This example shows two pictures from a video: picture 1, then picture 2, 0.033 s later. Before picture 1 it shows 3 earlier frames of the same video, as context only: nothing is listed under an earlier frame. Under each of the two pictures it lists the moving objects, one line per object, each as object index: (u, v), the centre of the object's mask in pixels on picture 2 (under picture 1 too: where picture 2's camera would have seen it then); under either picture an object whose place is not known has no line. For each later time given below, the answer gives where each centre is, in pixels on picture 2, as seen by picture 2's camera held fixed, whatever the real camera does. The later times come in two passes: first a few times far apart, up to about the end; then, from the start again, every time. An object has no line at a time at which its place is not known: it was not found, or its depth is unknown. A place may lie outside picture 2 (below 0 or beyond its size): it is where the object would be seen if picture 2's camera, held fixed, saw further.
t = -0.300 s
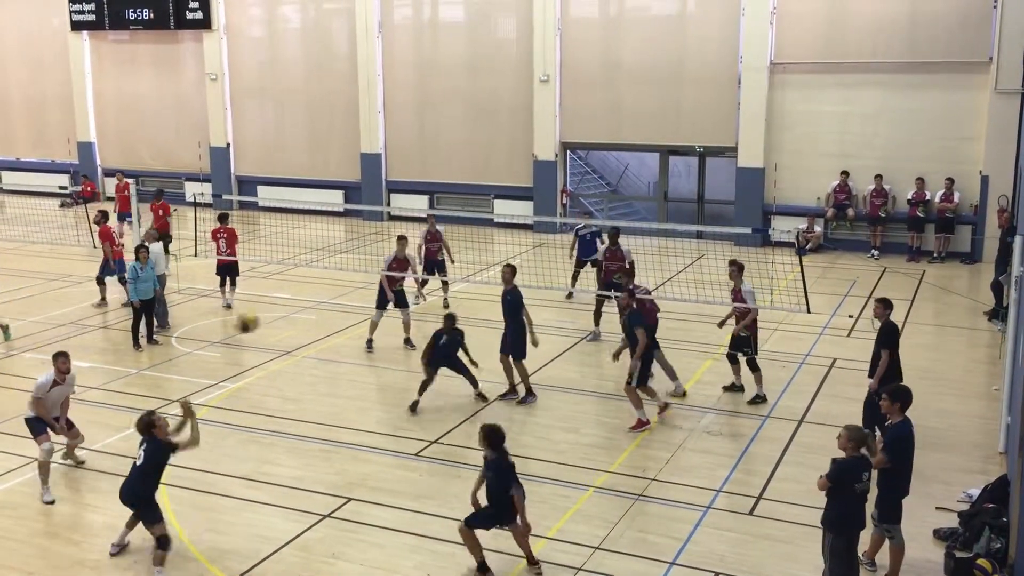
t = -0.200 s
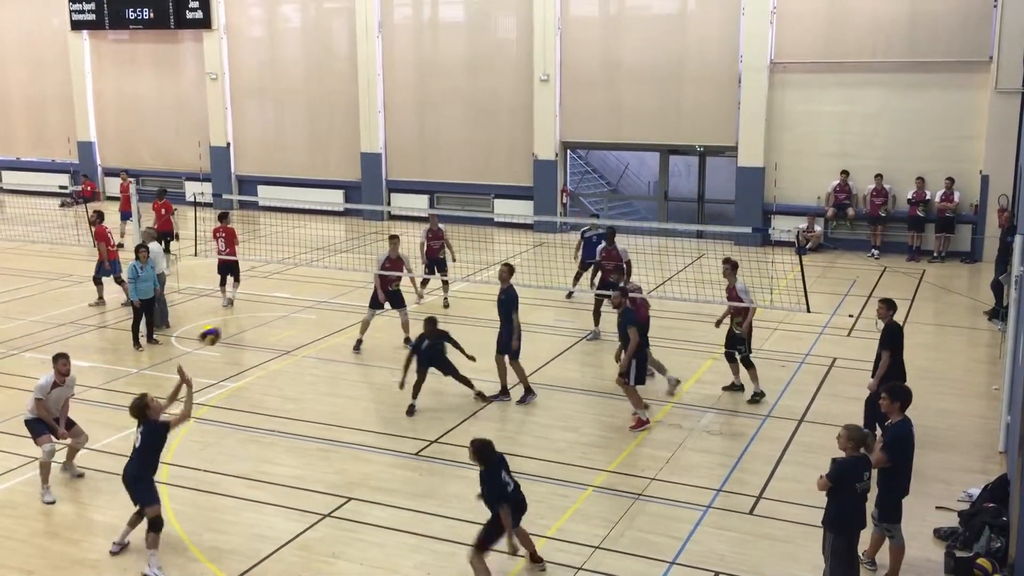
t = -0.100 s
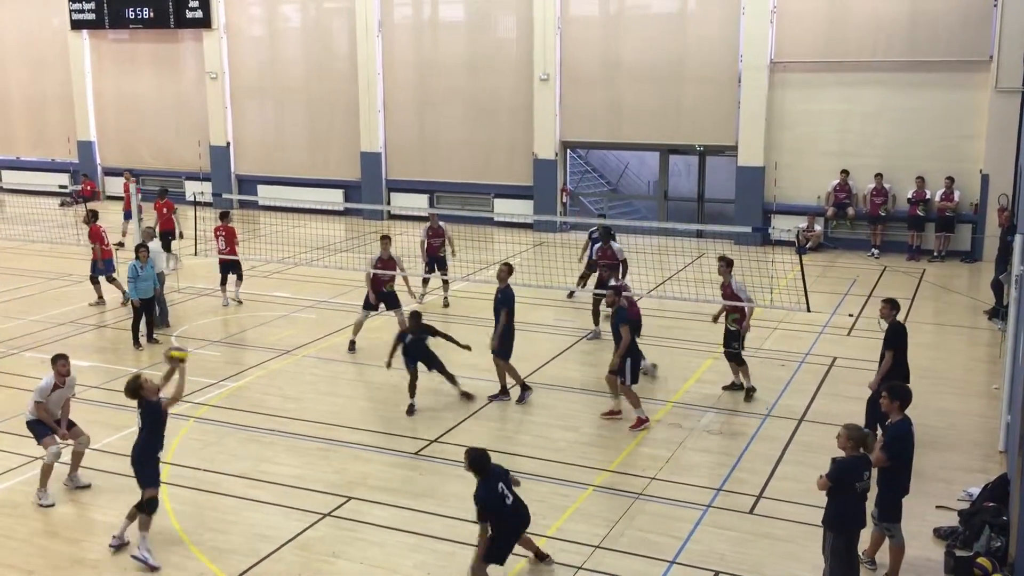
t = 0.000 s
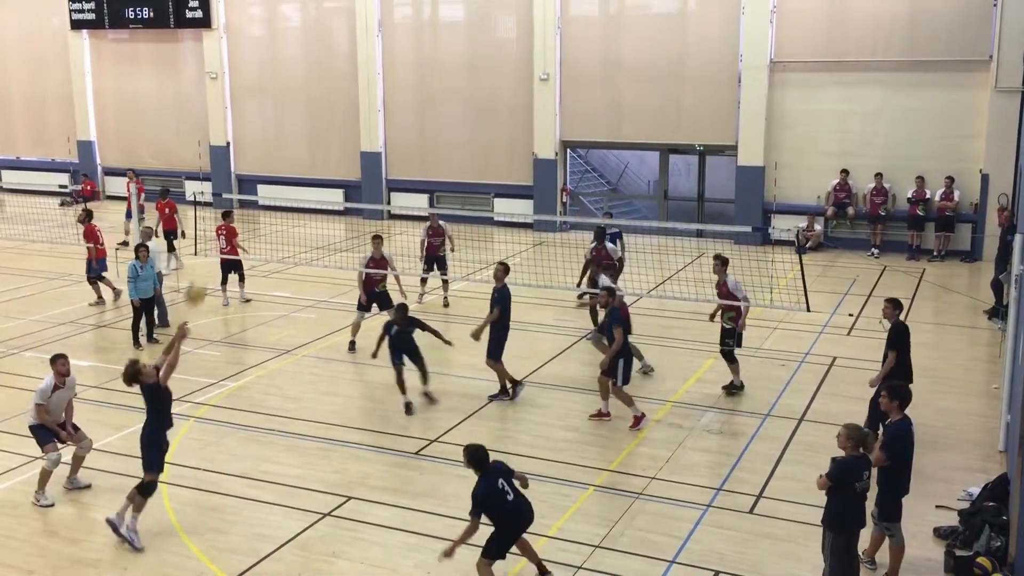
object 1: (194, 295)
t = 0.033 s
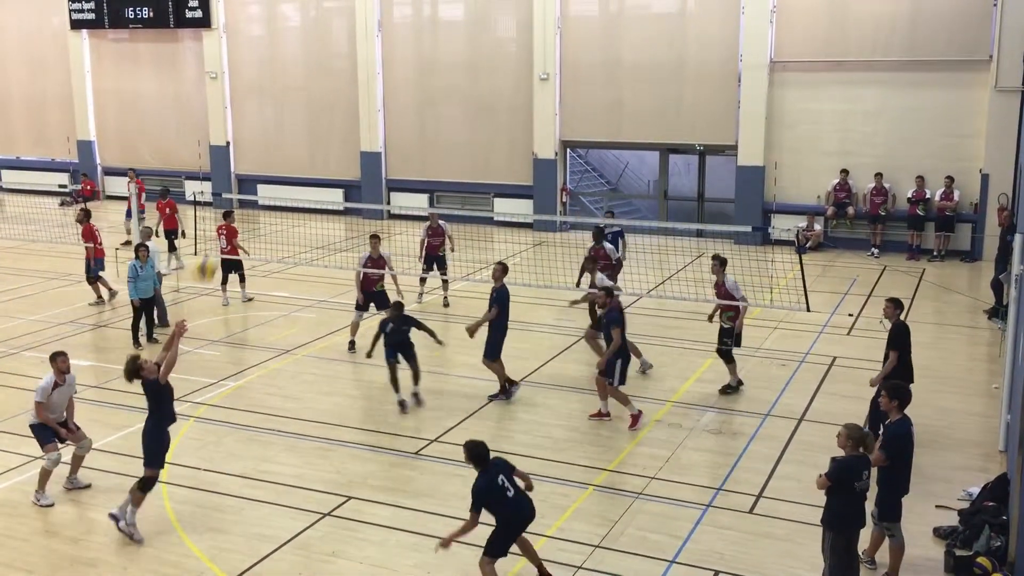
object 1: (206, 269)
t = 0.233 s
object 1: (268, 147)
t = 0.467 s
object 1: (338, 64)
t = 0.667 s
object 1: (396, 37)
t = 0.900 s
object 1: (459, 59)
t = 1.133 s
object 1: (516, 127)
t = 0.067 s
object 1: (216, 246)
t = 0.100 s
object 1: (227, 222)
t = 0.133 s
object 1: (236, 203)
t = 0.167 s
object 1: (246, 183)
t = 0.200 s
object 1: (257, 164)
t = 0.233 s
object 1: (268, 147)
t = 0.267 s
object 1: (278, 132)
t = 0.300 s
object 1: (288, 118)
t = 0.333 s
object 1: (297, 104)
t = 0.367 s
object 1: (308, 92)
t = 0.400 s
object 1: (318, 80)
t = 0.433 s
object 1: (328, 72)
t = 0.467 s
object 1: (338, 64)
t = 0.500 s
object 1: (348, 57)
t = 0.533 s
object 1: (358, 50)
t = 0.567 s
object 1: (367, 45)
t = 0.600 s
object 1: (376, 41)
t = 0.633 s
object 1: (386, 38)
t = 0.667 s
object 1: (396, 37)
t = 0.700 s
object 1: (405, 38)
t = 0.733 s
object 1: (415, 38)
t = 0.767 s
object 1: (423, 40)
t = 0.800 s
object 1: (433, 42)
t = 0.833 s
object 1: (442, 47)
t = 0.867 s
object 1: (450, 52)
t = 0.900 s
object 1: (459, 59)
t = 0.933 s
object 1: (468, 66)
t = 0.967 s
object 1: (477, 73)
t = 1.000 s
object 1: (485, 82)
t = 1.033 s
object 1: (493, 92)
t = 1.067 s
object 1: (501, 103)
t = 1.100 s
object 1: (509, 114)
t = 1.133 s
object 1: (516, 127)
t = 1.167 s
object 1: (524, 141)
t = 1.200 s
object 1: (531, 153)
